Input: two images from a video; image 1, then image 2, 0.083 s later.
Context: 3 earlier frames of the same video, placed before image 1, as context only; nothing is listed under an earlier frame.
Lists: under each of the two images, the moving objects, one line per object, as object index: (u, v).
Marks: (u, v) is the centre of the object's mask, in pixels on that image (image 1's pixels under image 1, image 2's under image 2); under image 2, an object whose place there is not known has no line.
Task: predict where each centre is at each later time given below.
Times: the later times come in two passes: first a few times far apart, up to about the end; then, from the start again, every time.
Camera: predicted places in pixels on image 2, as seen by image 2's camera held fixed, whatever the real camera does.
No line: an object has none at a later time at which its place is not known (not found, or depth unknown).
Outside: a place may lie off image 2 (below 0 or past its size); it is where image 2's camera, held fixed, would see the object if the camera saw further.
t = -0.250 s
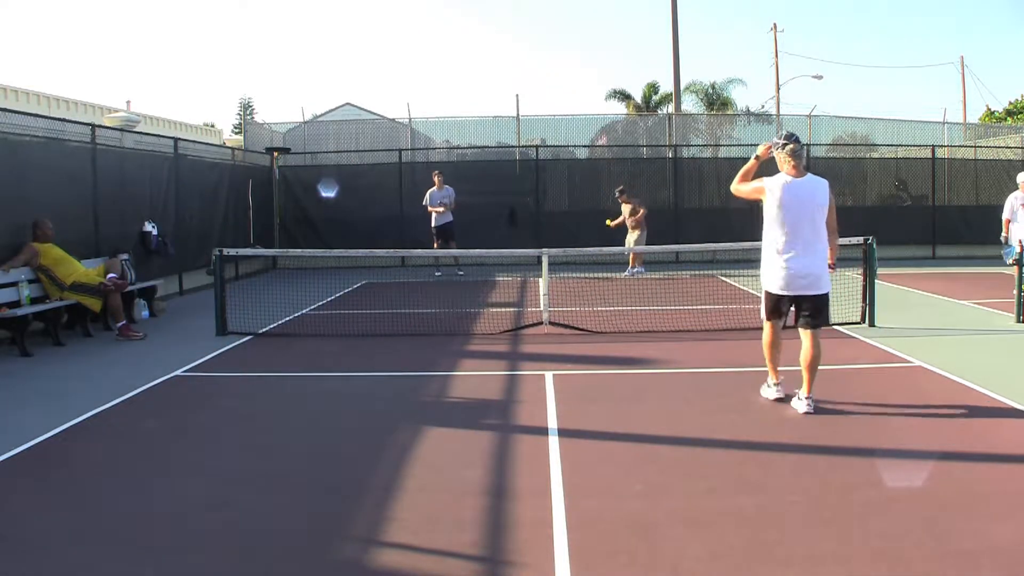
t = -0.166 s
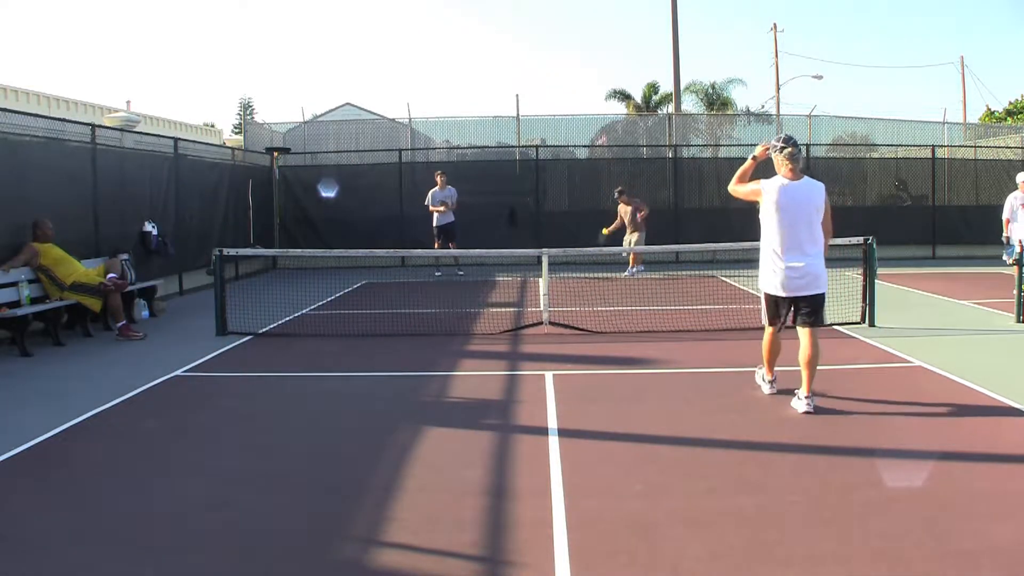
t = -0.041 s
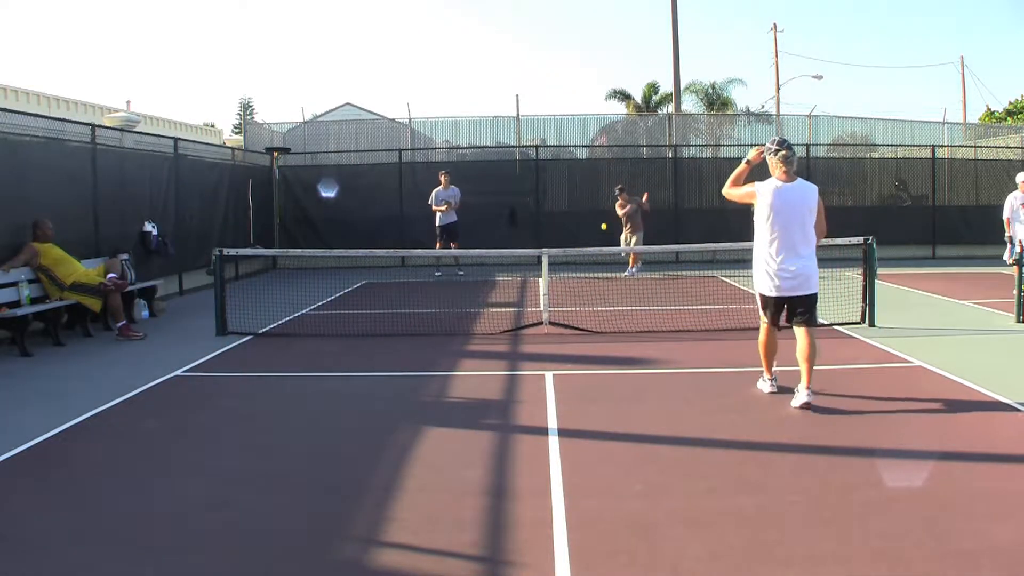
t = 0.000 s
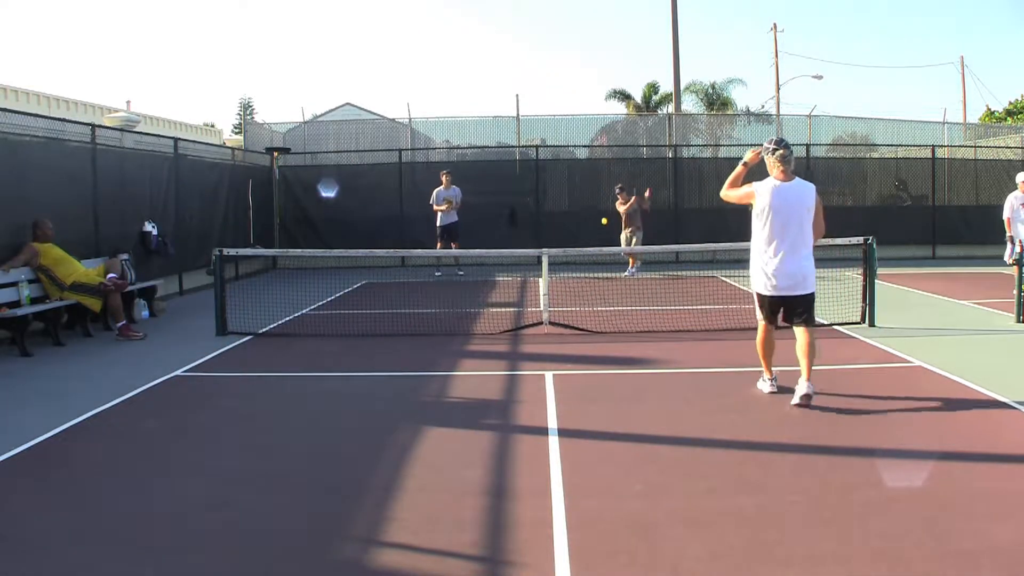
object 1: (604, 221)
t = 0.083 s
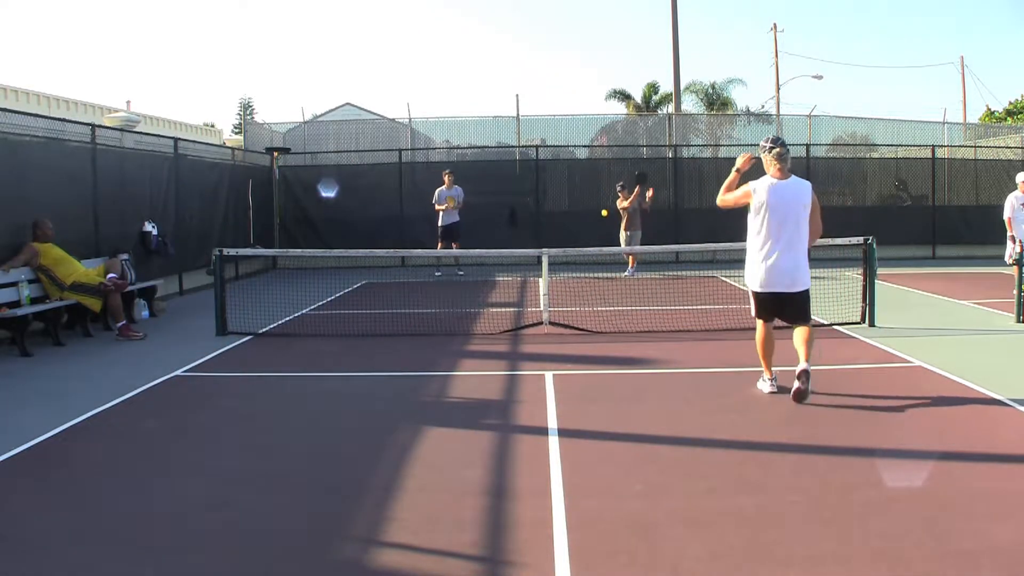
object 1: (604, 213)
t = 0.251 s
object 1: (602, 210)
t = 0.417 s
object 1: (595, 236)
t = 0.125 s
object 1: (604, 210)
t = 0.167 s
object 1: (603, 209)
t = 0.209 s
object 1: (603, 209)
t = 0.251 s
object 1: (602, 210)
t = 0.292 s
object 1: (600, 214)
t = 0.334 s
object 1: (599, 219)
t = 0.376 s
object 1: (597, 226)
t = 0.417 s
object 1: (595, 236)
